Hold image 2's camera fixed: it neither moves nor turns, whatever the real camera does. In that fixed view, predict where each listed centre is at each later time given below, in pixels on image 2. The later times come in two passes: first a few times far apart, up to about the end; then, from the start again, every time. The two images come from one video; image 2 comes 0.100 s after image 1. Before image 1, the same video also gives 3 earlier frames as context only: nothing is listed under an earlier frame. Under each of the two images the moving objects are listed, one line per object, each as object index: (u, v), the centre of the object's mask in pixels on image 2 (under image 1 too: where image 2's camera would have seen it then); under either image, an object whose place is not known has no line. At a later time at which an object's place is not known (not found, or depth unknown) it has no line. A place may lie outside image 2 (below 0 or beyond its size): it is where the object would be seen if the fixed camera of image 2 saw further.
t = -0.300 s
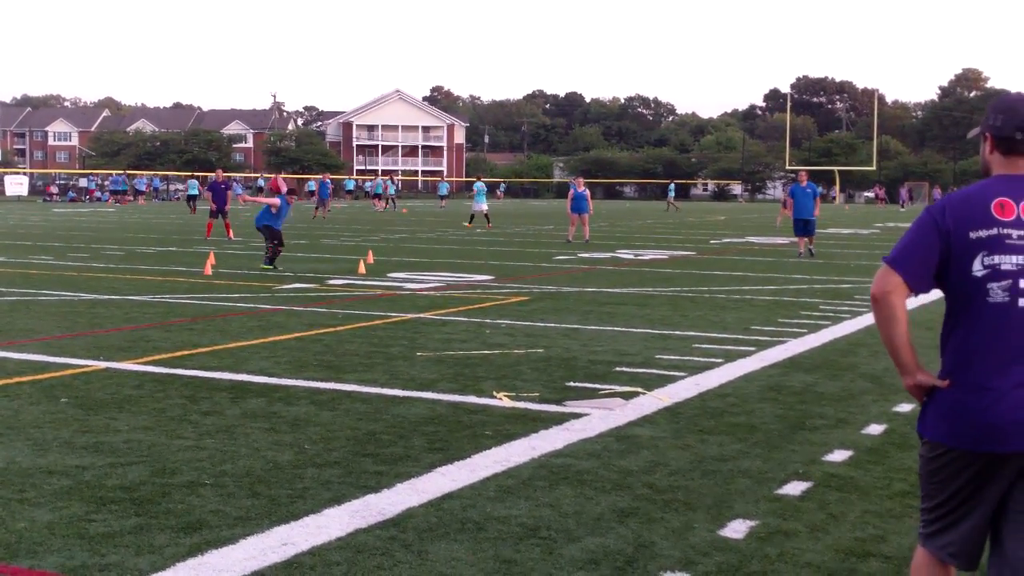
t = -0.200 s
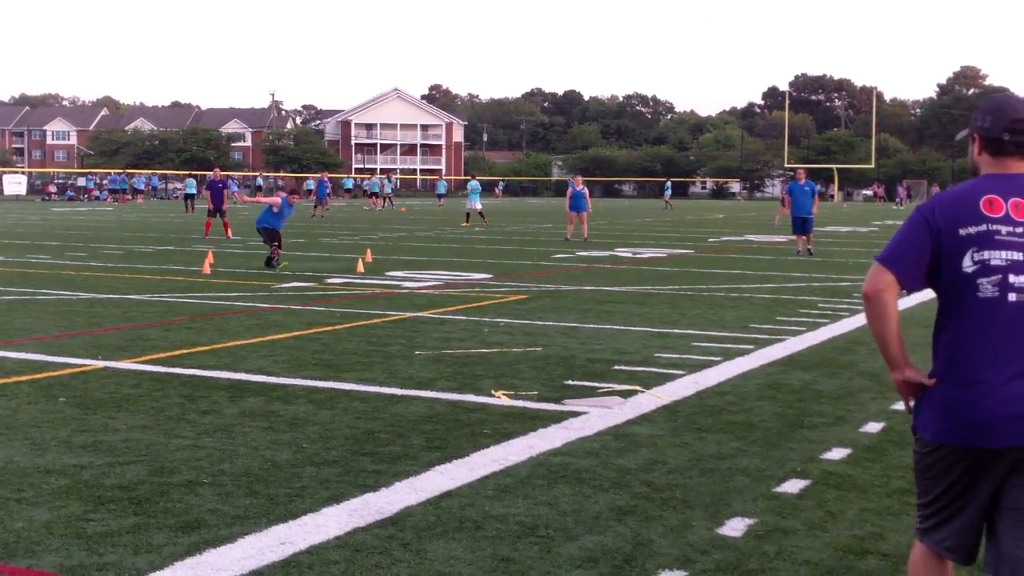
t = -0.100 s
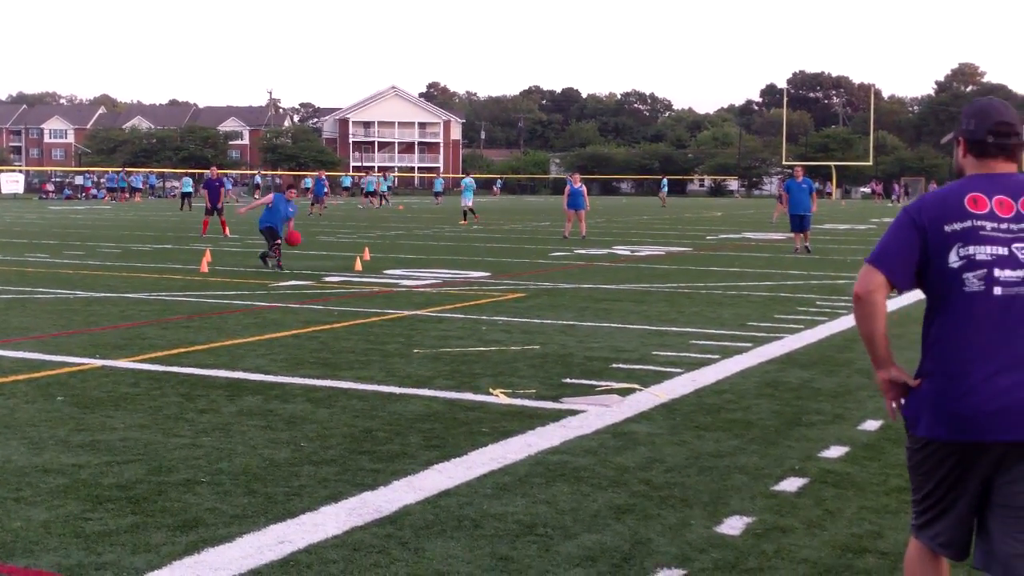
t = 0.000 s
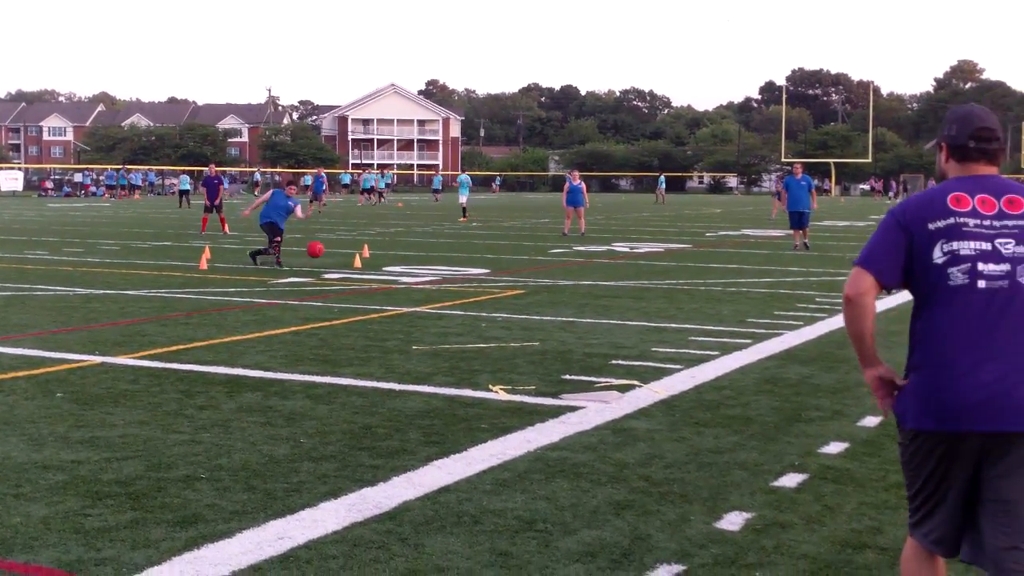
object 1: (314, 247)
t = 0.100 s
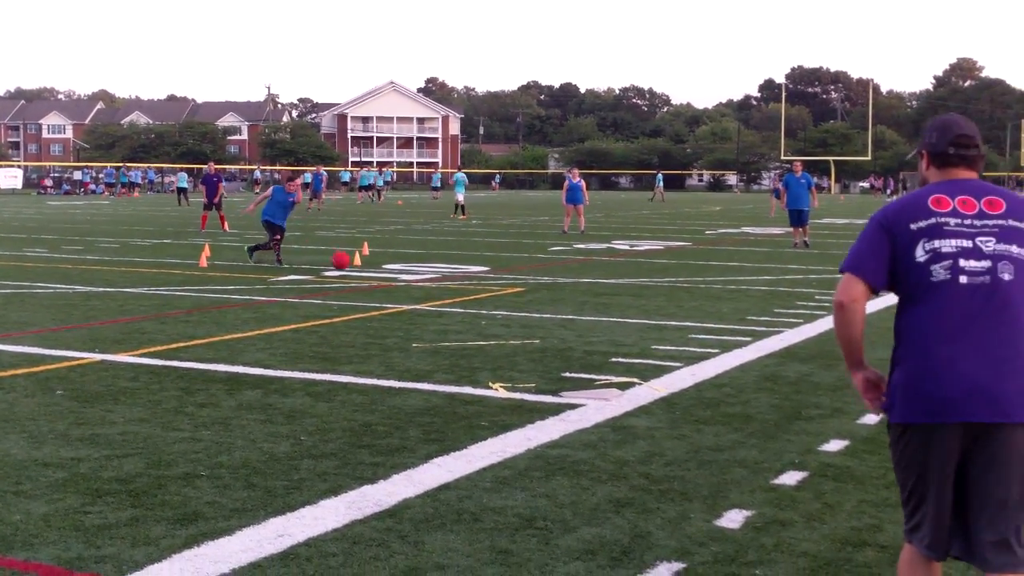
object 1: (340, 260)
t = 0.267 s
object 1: (373, 264)
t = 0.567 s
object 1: (427, 284)
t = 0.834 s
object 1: (487, 299)
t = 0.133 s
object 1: (348, 268)
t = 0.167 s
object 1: (358, 273)
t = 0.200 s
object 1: (363, 270)
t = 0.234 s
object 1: (368, 266)
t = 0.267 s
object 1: (373, 264)
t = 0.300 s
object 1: (378, 262)
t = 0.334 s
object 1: (384, 261)
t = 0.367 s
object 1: (389, 261)
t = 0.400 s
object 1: (395, 261)
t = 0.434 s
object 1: (401, 263)
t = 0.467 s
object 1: (407, 267)
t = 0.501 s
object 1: (413, 270)
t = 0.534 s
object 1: (420, 277)
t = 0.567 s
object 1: (427, 284)
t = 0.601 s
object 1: (434, 292)
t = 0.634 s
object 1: (441, 301)
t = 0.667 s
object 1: (448, 302)
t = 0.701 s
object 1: (456, 300)
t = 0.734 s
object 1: (463, 298)
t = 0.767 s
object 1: (471, 297)
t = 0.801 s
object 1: (479, 298)
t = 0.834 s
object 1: (487, 299)
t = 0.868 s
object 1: (496, 302)
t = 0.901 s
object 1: (505, 308)
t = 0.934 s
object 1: (514, 314)
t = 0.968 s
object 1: (524, 322)
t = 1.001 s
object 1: (535, 332)
